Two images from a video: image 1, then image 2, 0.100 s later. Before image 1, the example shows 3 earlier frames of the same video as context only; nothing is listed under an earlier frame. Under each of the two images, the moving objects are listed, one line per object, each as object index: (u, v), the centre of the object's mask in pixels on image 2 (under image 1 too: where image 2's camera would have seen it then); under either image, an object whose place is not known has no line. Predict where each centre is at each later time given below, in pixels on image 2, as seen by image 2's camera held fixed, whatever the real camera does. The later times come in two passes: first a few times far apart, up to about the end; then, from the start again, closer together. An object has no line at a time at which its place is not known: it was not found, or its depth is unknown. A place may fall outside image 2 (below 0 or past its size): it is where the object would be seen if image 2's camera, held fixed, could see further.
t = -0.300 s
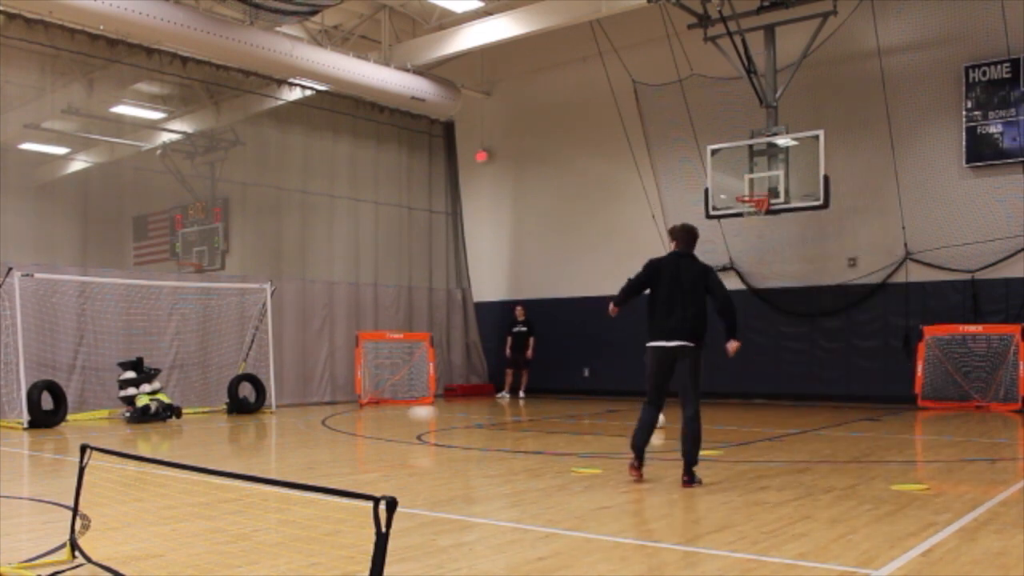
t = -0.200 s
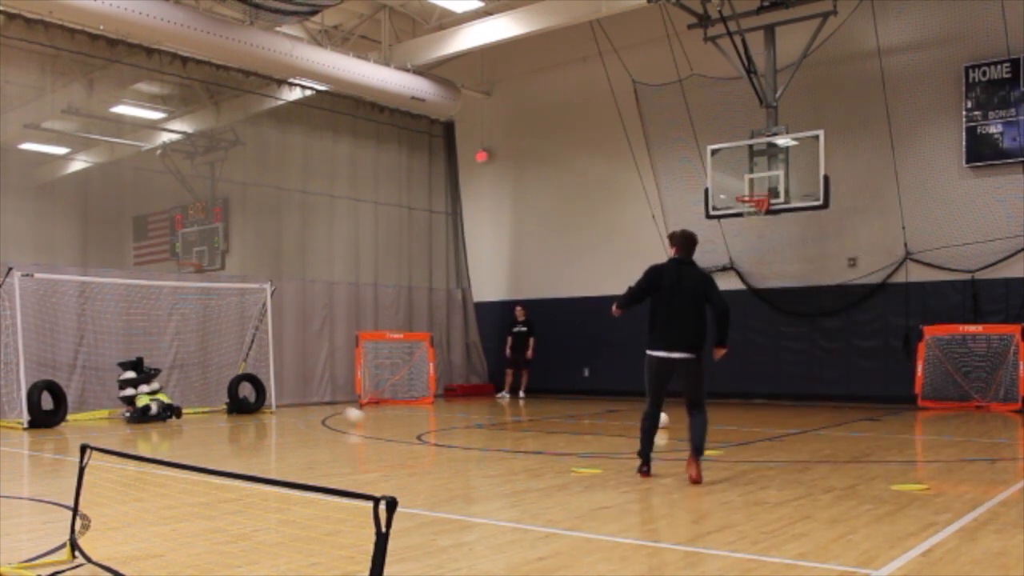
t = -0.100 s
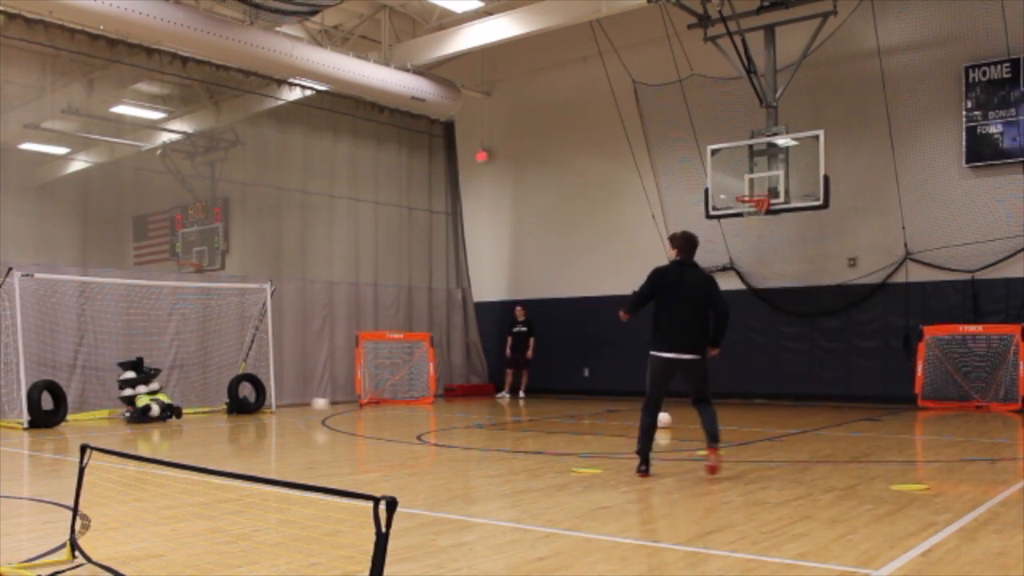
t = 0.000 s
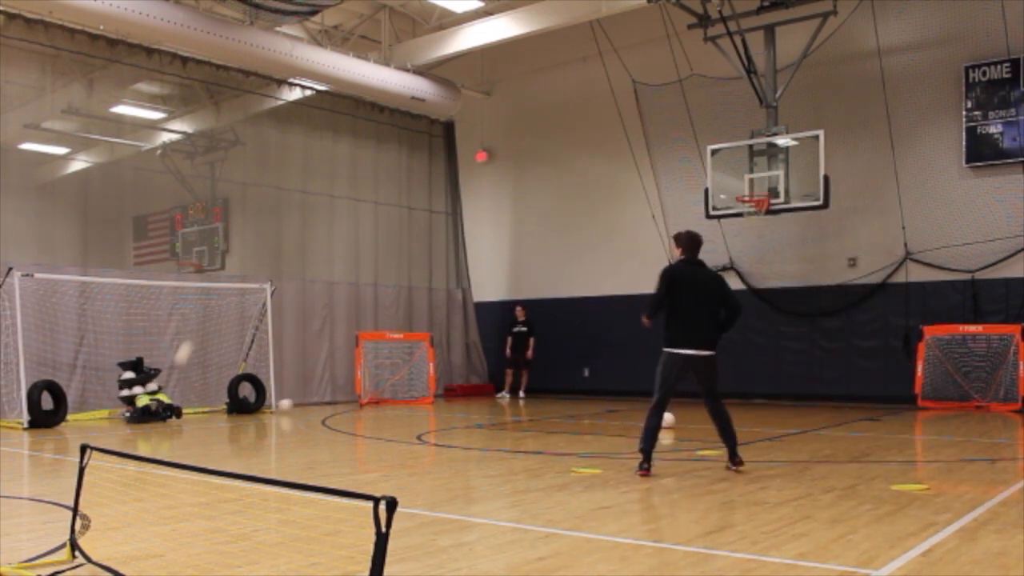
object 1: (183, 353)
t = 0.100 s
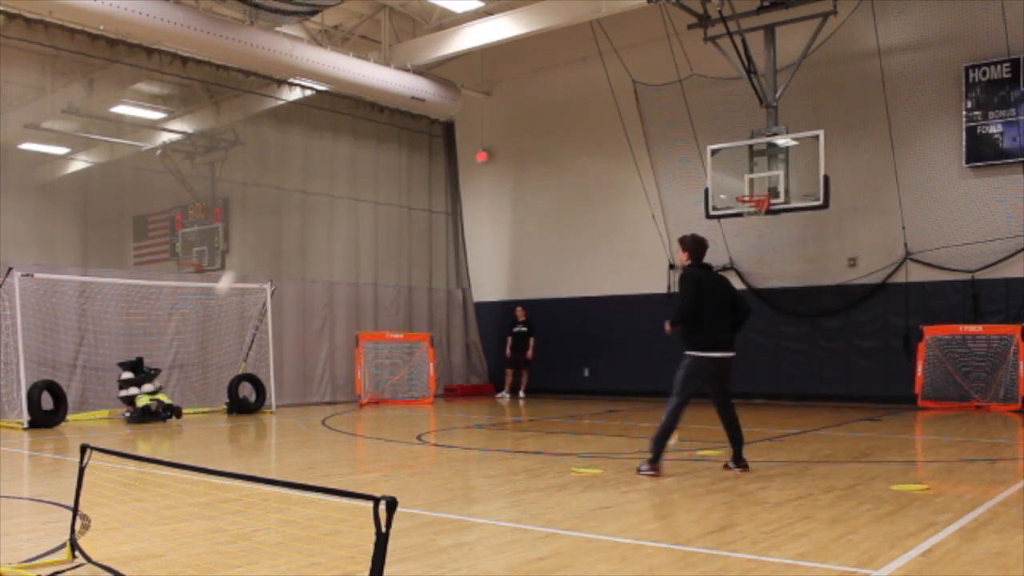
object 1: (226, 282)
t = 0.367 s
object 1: (356, 145)
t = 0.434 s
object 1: (387, 126)
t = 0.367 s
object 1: (356, 145)
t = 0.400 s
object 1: (371, 135)
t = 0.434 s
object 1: (387, 126)
